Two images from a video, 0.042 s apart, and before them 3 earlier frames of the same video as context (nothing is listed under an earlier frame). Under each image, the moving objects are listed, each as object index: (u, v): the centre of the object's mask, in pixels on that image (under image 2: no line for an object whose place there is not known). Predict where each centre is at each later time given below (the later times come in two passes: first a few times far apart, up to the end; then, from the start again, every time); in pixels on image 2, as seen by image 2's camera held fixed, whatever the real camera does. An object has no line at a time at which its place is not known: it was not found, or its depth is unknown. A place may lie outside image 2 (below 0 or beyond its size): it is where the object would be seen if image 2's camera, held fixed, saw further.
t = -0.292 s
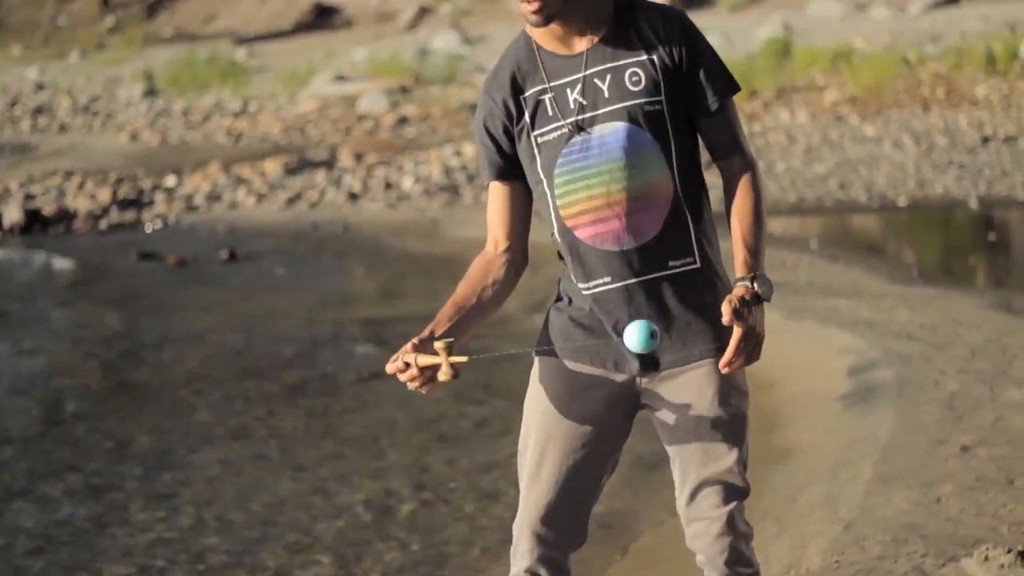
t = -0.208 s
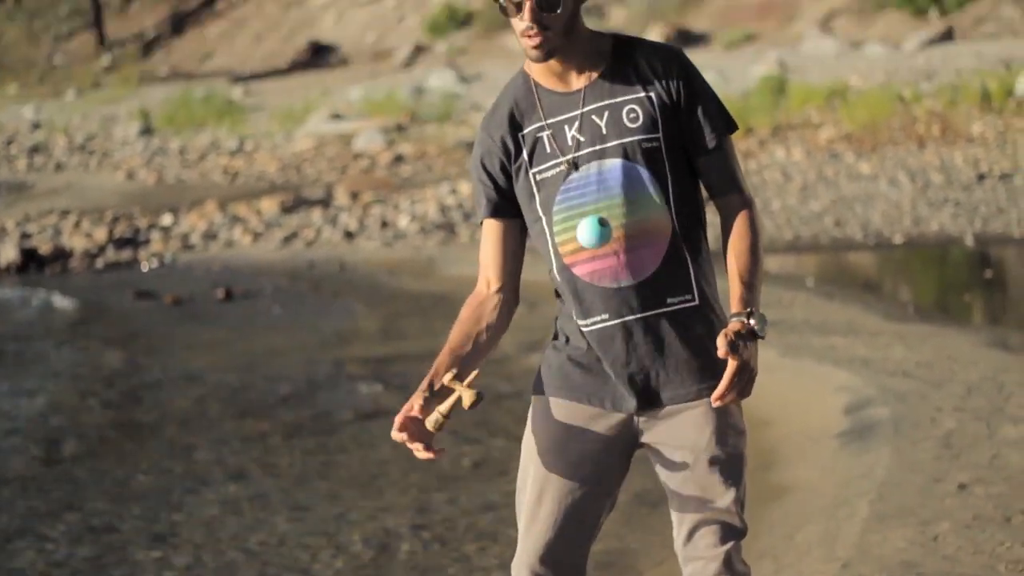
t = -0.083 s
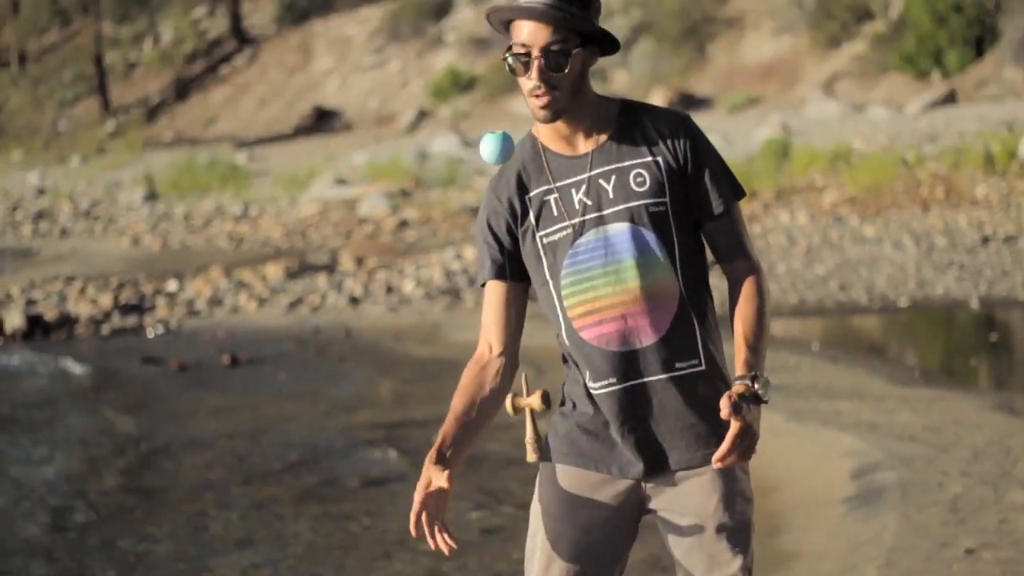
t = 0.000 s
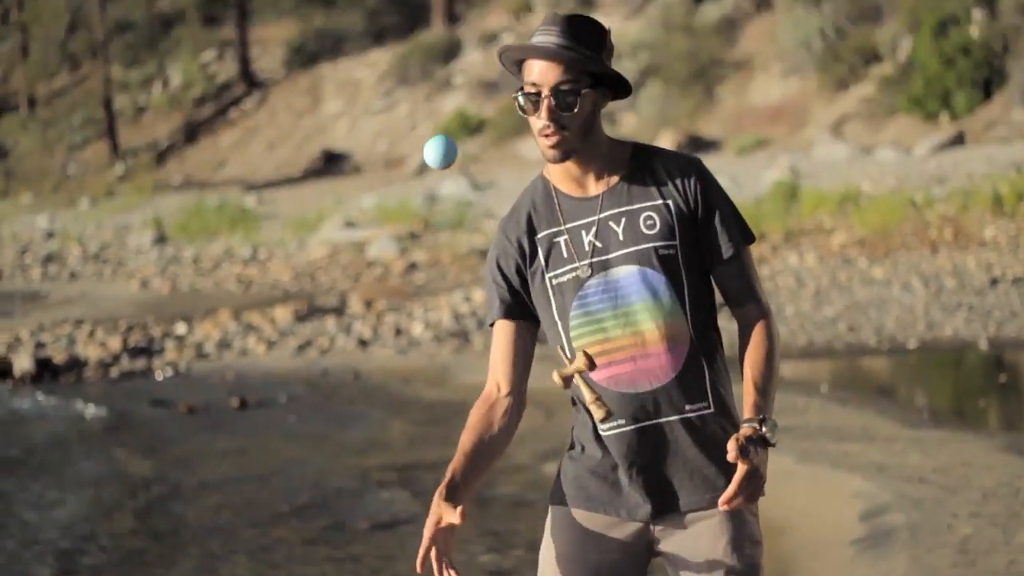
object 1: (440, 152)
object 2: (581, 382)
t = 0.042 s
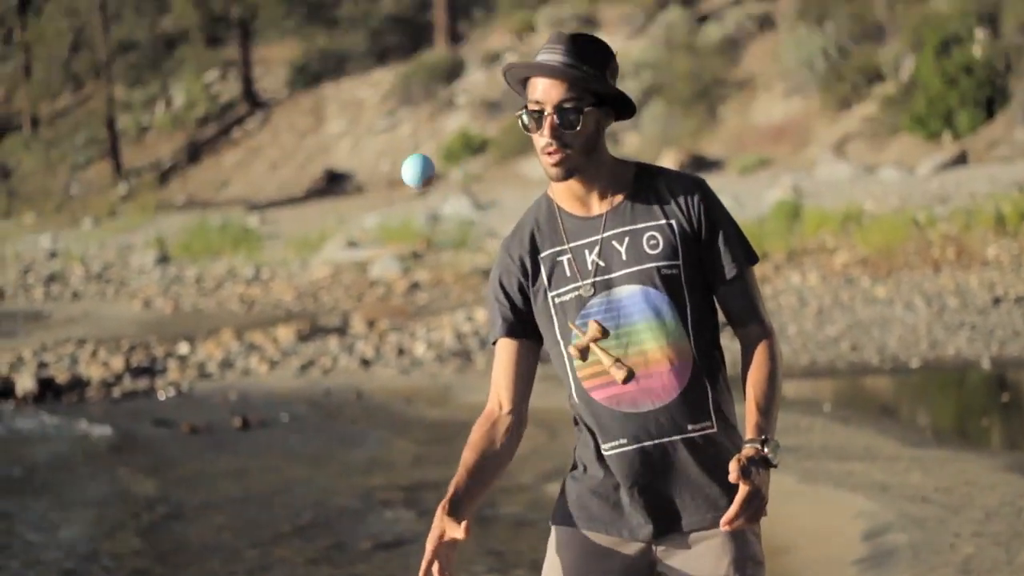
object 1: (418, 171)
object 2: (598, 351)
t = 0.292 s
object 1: (428, 255)
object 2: (524, 20)
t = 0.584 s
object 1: (547, 74)
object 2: (337, 82)
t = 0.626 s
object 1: (520, 0)
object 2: (357, 152)
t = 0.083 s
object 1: (399, 178)
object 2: (605, 293)
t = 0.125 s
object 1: (389, 193)
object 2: (604, 232)
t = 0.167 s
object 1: (388, 211)
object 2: (595, 171)
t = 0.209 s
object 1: (394, 229)
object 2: (578, 119)
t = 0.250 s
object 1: (409, 244)
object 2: (550, 62)
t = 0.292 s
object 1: (428, 255)
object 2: (524, 20)
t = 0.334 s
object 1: (451, 257)
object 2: (490, -11)
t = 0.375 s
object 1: (475, 251)
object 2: (455, -31)
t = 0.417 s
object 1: (499, 238)
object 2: (422, -35)
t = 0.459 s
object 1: (519, 216)
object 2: (392, -30)
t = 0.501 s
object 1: (546, 152)
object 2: (350, 14)
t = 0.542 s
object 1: (550, 113)
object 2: (339, 46)
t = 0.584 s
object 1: (547, 74)
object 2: (337, 82)
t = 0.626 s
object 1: (520, 0)
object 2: (357, 152)
